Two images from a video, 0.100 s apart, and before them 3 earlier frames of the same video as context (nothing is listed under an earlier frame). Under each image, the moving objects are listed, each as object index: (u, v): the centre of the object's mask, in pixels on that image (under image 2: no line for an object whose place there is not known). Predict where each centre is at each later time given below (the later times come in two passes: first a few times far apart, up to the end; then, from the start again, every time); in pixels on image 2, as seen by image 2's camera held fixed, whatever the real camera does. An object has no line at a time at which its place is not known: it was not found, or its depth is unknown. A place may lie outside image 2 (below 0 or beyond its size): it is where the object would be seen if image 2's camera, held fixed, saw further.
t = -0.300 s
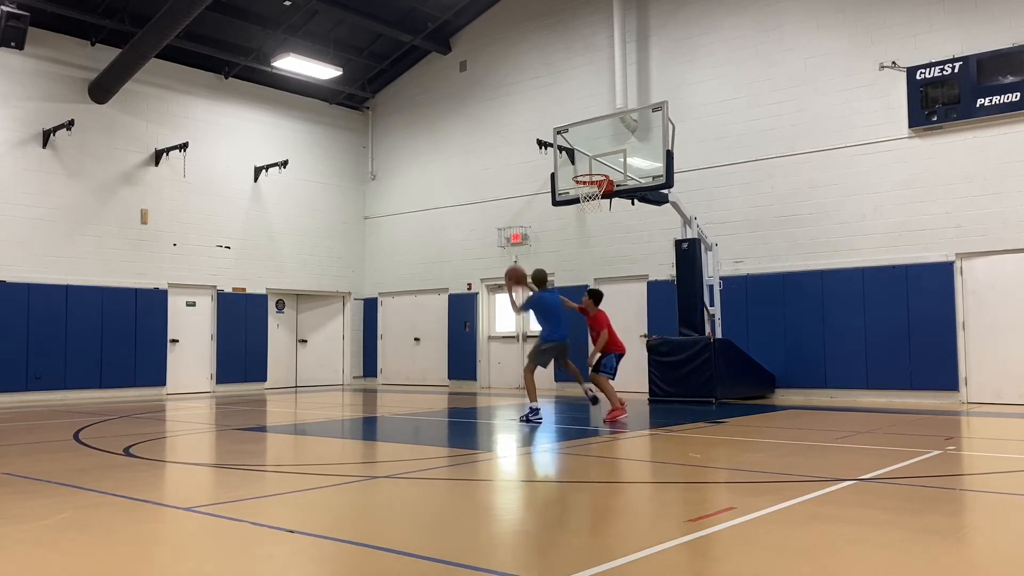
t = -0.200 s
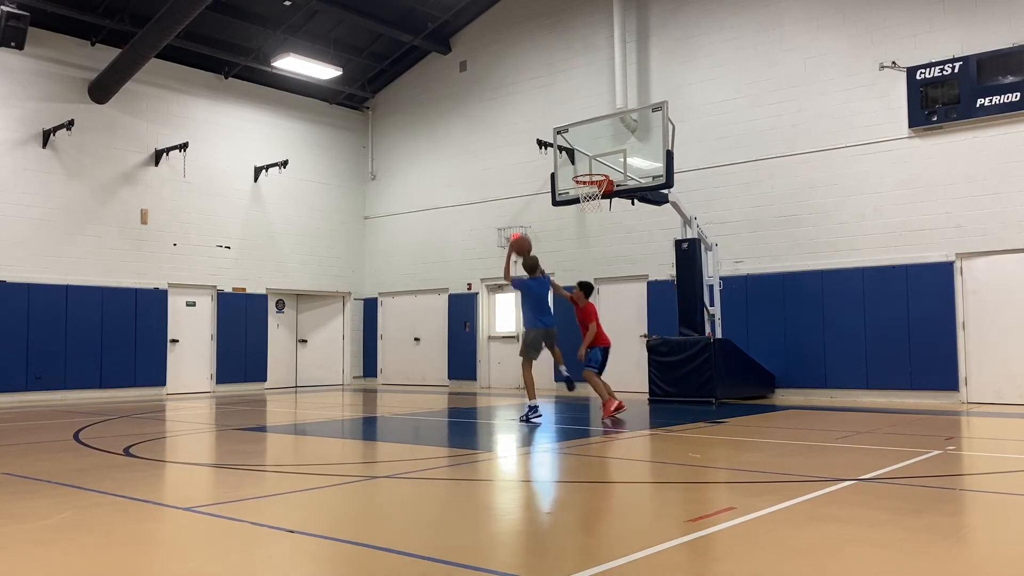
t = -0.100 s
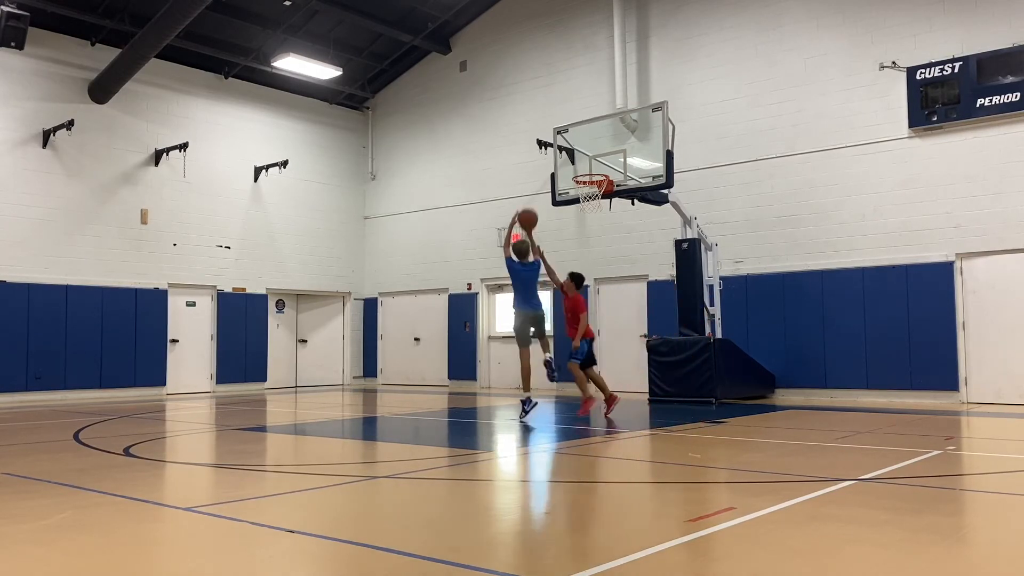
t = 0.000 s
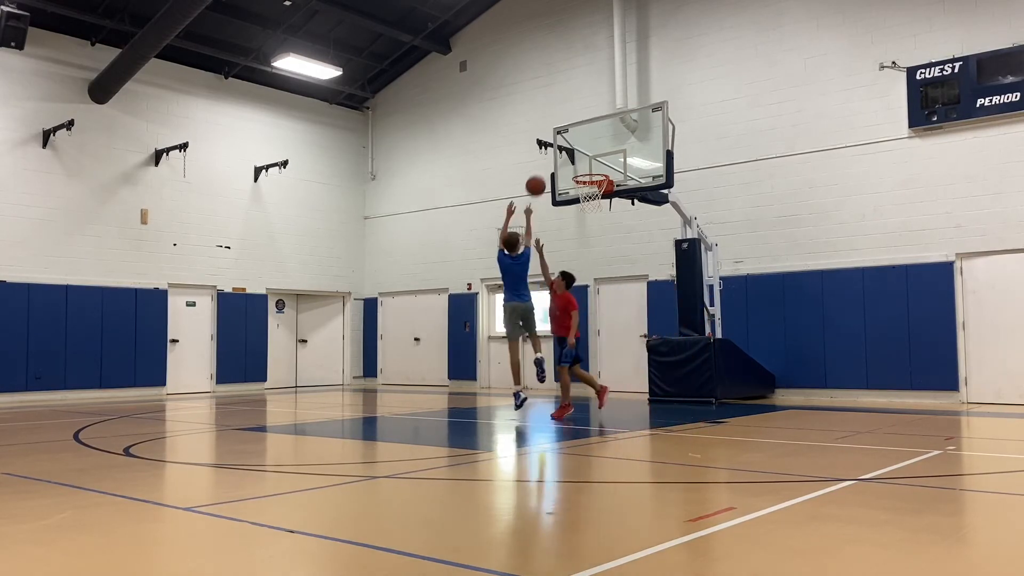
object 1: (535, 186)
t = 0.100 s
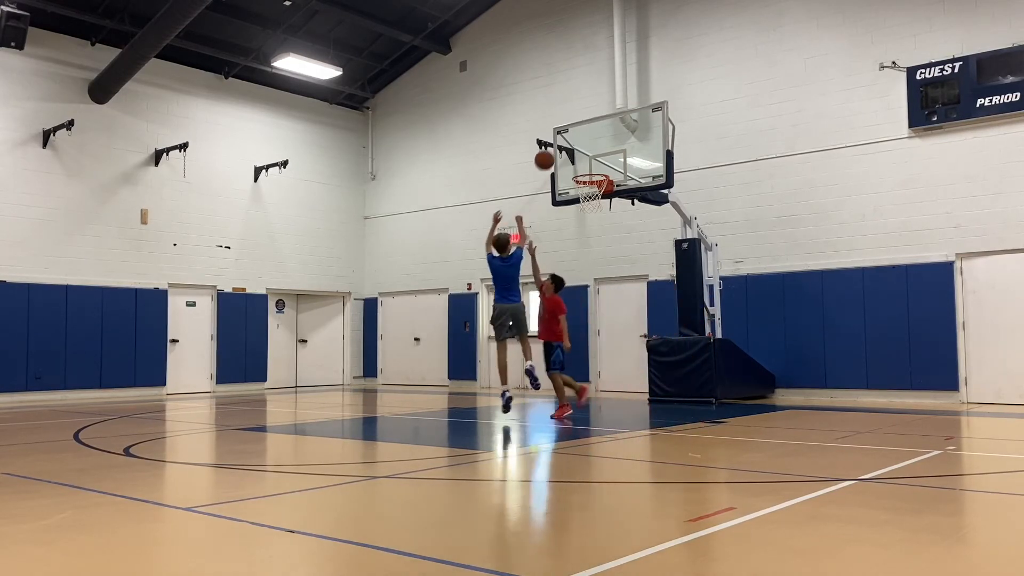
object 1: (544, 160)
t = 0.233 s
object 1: (555, 139)
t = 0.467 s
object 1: (574, 138)
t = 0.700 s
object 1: (590, 172)
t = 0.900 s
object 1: (596, 143)
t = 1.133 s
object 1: (603, 143)
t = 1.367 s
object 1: (611, 188)
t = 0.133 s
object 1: (547, 154)
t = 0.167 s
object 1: (550, 148)
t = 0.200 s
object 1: (552, 143)
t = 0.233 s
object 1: (555, 139)
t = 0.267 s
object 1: (558, 137)
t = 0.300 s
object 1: (561, 135)
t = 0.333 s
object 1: (563, 133)
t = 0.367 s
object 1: (566, 133)
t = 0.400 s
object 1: (569, 134)
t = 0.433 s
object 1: (571, 135)
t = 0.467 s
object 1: (574, 138)
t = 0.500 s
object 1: (576, 141)
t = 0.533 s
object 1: (579, 145)
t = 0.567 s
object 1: (581, 149)
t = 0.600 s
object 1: (584, 155)
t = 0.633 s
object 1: (586, 161)
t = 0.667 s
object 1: (588, 167)
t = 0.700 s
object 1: (590, 172)
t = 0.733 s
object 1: (592, 166)
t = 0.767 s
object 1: (592, 161)
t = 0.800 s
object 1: (593, 155)
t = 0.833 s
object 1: (594, 150)
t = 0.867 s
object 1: (595, 146)
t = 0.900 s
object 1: (596, 143)
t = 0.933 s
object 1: (597, 141)
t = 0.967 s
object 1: (598, 139)
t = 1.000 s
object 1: (599, 138)
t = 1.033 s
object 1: (600, 138)
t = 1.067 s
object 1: (601, 139)
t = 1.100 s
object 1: (602, 141)
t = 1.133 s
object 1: (603, 143)
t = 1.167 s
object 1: (604, 147)
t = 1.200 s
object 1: (605, 151)
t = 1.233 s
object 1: (606, 157)
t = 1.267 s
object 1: (607, 163)
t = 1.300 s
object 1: (609, 170)
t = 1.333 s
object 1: (610, 178)
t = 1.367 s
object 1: (611, 188)
